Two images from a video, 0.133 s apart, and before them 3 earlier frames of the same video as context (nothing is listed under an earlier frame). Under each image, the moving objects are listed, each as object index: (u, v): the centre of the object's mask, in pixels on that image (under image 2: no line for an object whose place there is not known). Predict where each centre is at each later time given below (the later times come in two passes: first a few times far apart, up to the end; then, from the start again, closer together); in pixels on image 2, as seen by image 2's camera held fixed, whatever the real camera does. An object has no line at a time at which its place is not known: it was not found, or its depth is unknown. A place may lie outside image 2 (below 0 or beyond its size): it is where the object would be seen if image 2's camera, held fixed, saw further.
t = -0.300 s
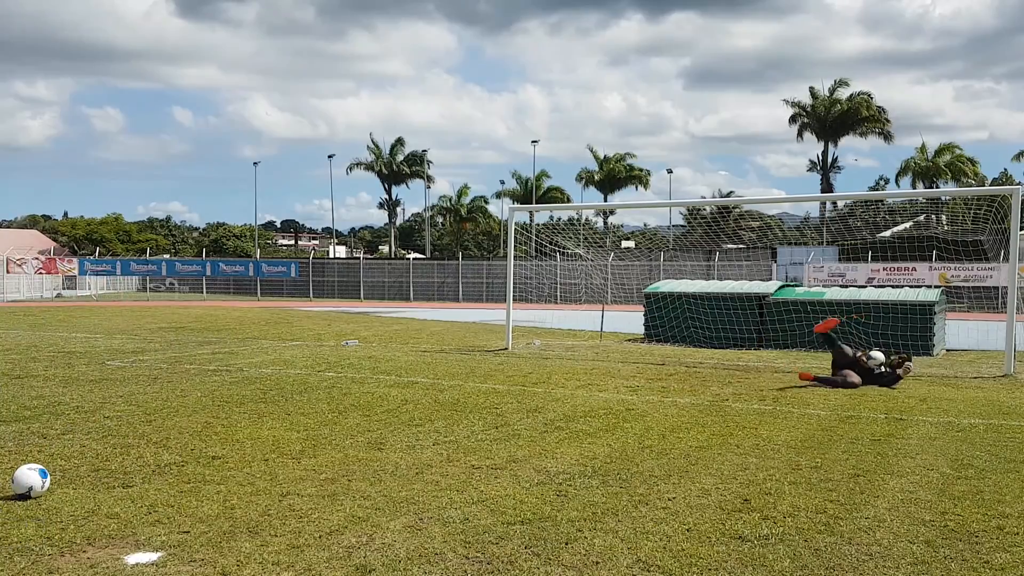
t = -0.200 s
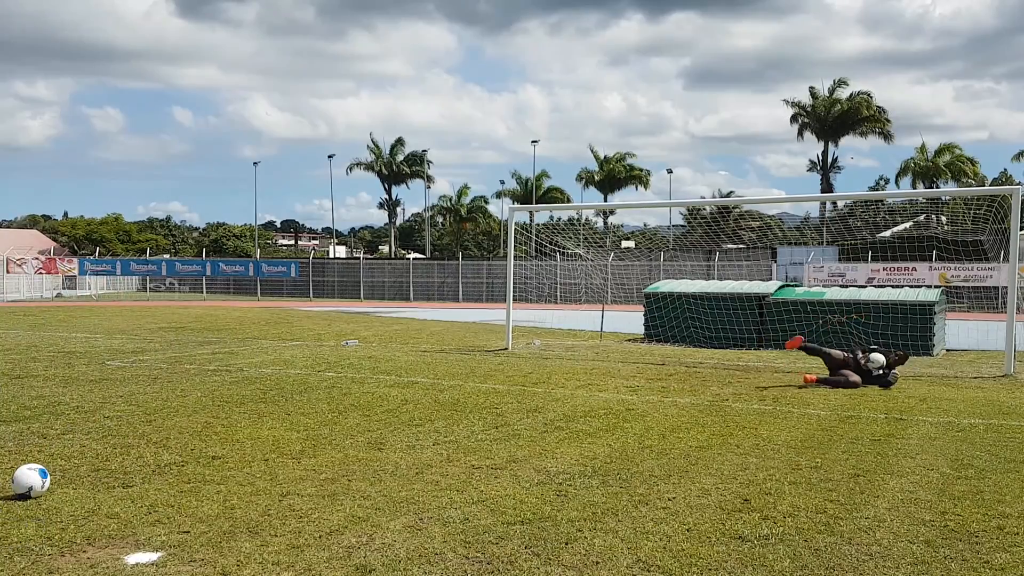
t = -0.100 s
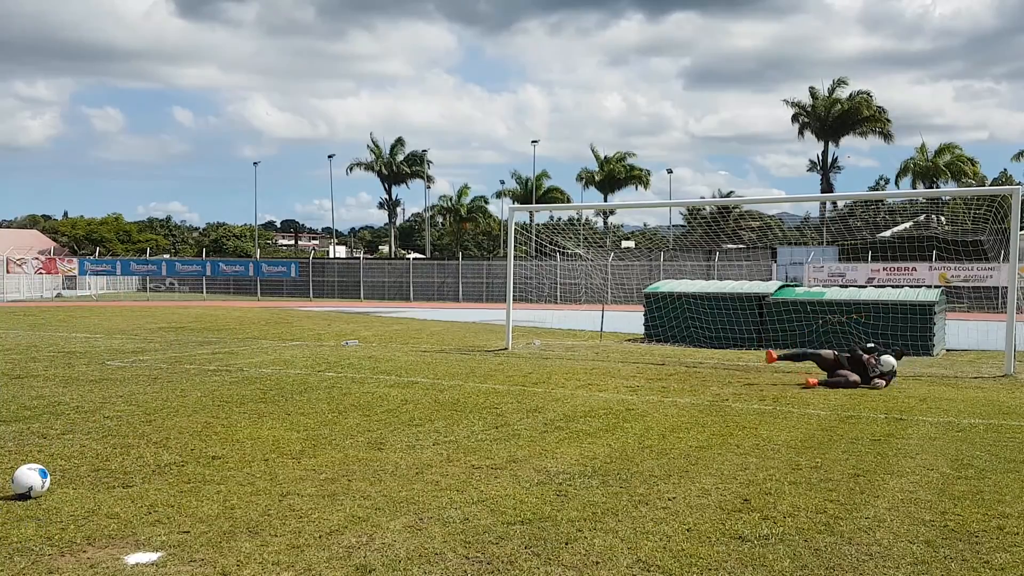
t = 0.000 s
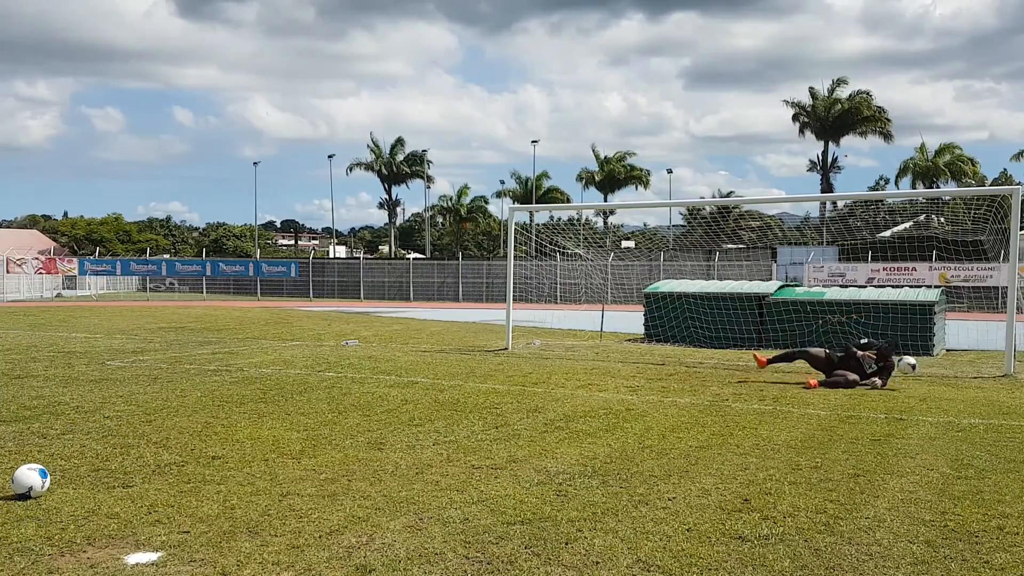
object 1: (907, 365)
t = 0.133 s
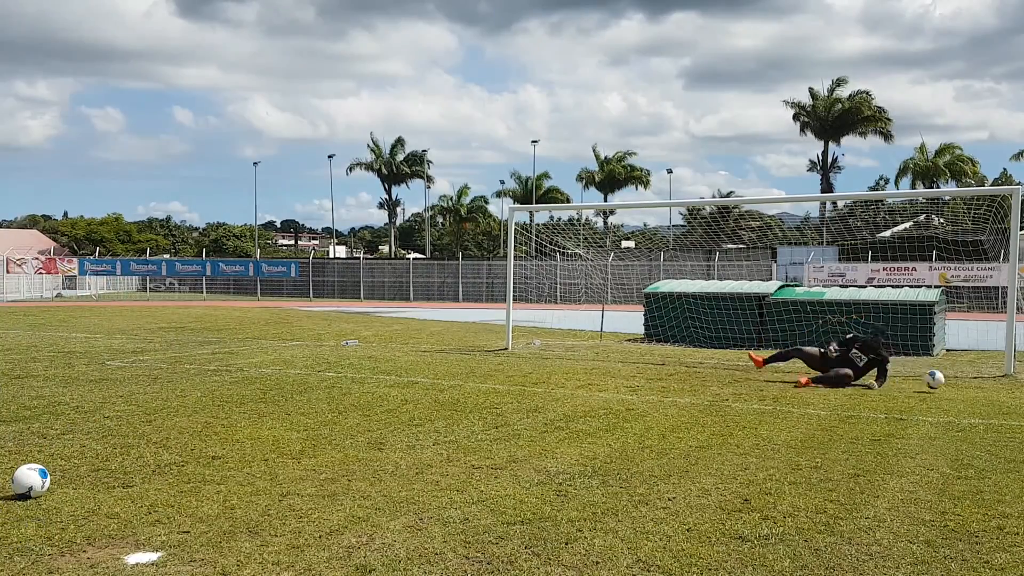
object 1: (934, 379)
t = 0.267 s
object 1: (955, 374)
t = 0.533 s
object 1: (996, 388)
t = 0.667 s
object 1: (1015, 382)
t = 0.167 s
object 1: (941, 384)
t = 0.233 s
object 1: (950, 378)
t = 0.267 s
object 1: (955, 374)
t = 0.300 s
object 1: (961, 374)
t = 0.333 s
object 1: (965, 373)
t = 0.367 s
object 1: (970, 374)
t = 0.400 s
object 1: (975, 376)
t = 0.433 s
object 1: (980, 378)
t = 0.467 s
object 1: (985, 382)
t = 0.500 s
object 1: (991, 387)
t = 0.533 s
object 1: (996, 388)
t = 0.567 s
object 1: (1000, 385)
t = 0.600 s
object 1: (1005, 383)
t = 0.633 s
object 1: (1011, 383)
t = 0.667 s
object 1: (1015, 382)
